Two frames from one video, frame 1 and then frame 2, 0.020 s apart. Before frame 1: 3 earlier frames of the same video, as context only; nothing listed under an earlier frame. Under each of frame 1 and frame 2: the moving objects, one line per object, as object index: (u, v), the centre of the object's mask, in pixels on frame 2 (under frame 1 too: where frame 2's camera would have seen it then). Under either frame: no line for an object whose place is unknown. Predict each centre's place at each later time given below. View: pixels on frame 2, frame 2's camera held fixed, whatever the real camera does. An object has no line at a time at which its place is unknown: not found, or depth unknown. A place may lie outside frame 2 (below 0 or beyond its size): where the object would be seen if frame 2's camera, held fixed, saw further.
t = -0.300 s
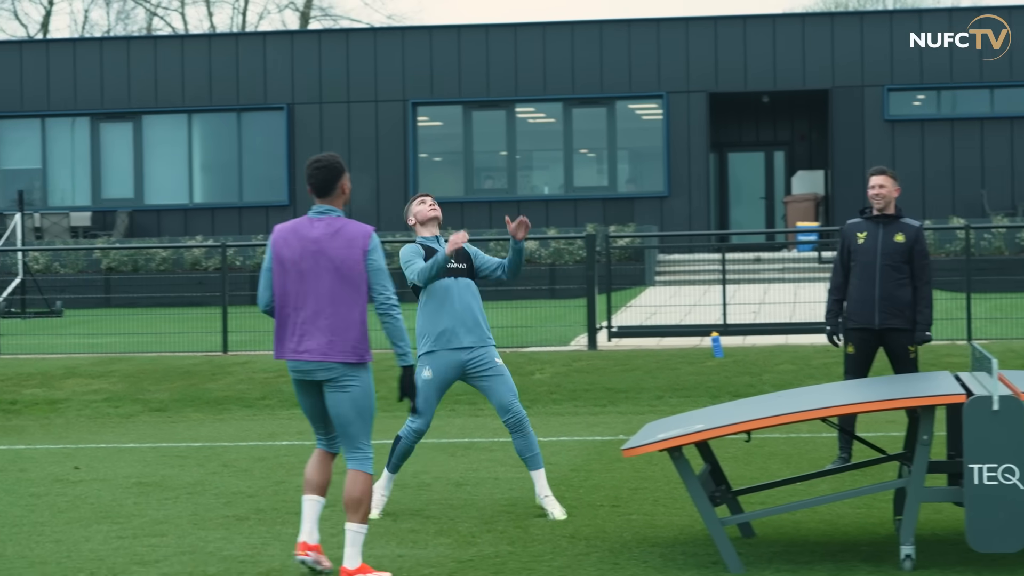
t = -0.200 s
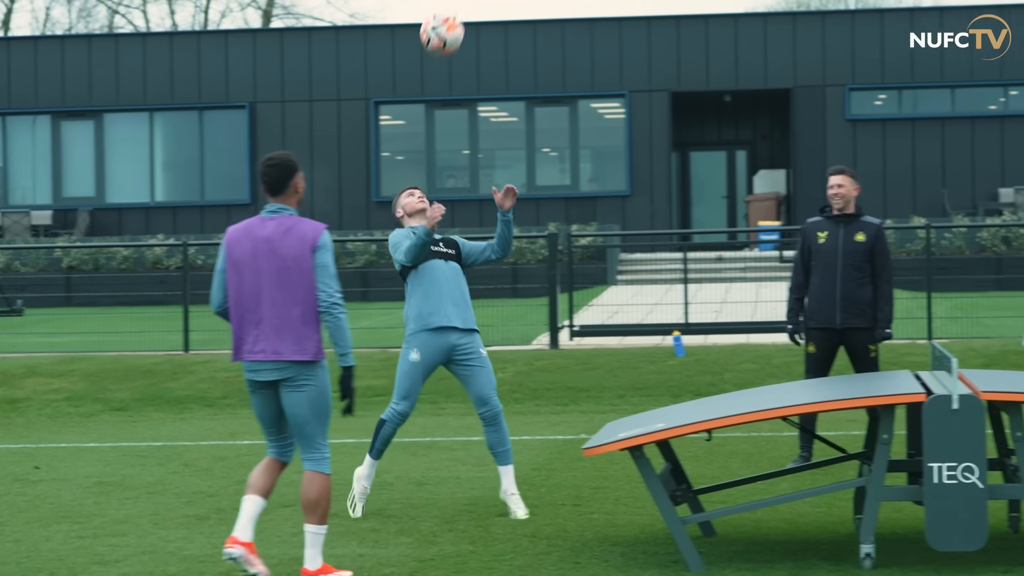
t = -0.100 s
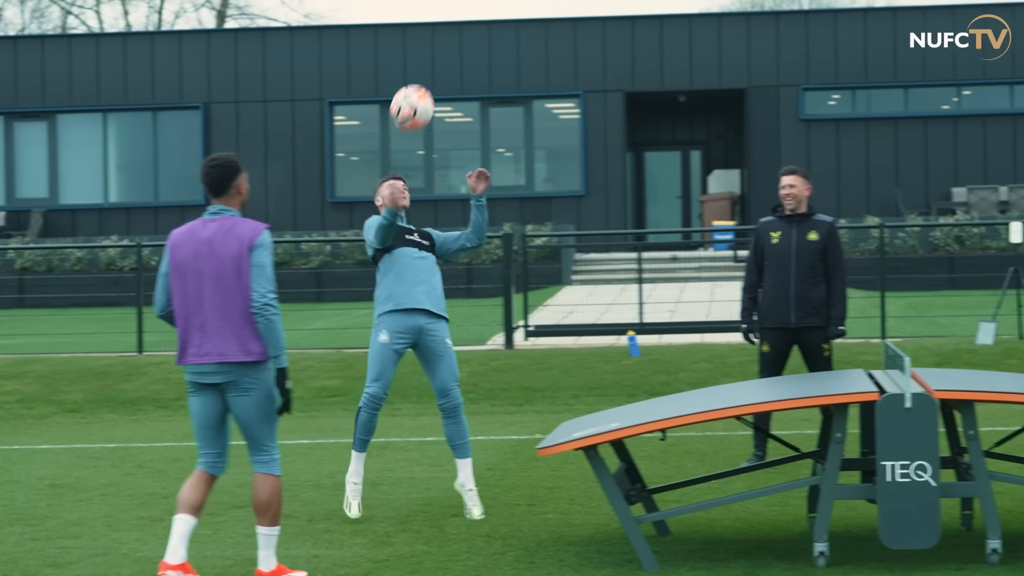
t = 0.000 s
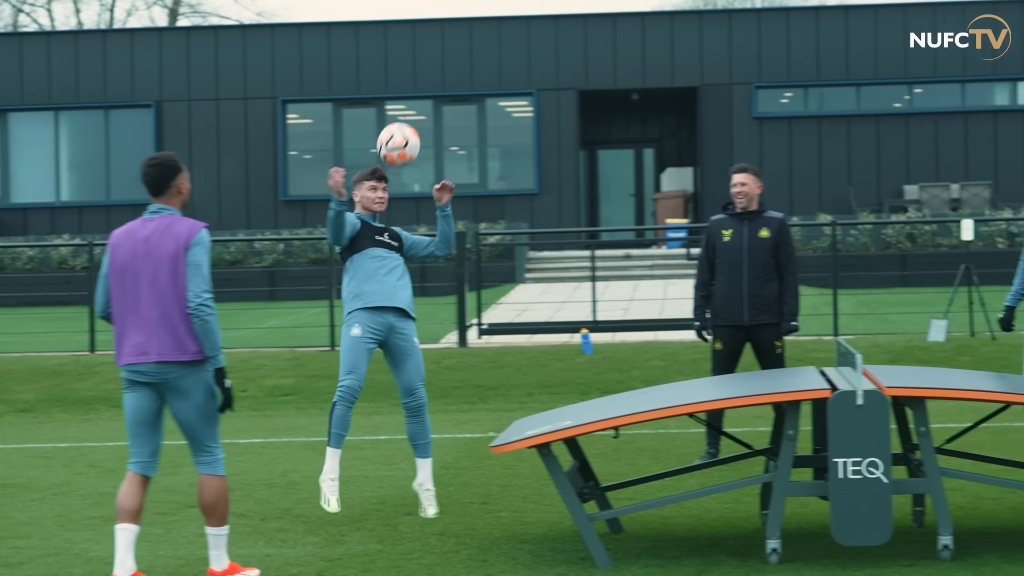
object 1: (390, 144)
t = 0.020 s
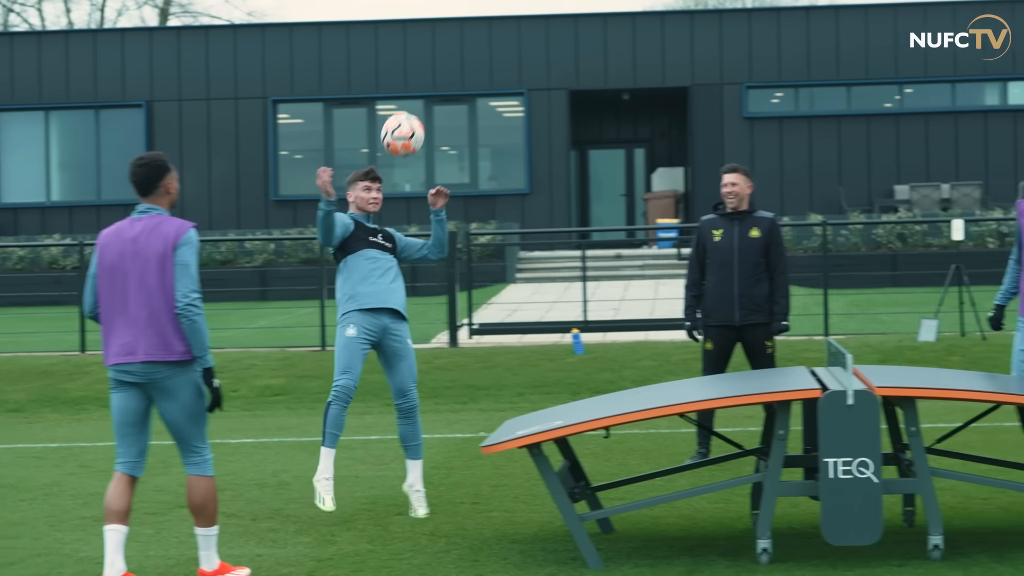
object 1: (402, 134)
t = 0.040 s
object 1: (415, 125)
